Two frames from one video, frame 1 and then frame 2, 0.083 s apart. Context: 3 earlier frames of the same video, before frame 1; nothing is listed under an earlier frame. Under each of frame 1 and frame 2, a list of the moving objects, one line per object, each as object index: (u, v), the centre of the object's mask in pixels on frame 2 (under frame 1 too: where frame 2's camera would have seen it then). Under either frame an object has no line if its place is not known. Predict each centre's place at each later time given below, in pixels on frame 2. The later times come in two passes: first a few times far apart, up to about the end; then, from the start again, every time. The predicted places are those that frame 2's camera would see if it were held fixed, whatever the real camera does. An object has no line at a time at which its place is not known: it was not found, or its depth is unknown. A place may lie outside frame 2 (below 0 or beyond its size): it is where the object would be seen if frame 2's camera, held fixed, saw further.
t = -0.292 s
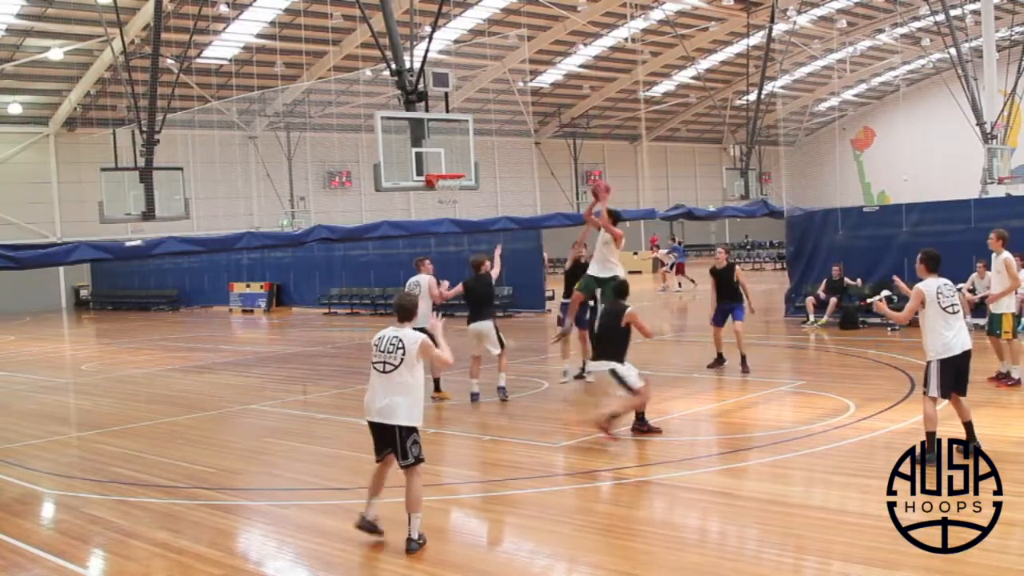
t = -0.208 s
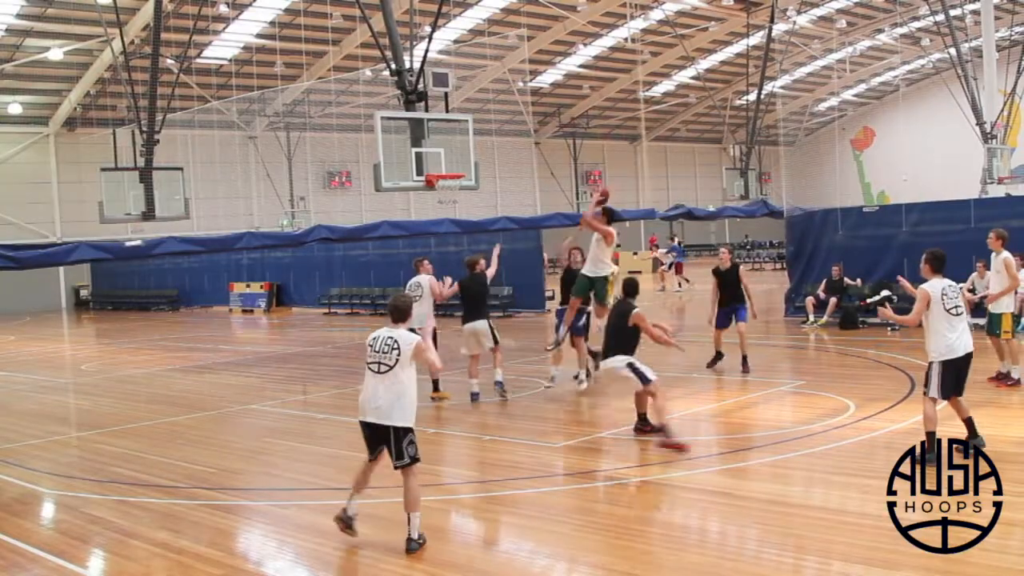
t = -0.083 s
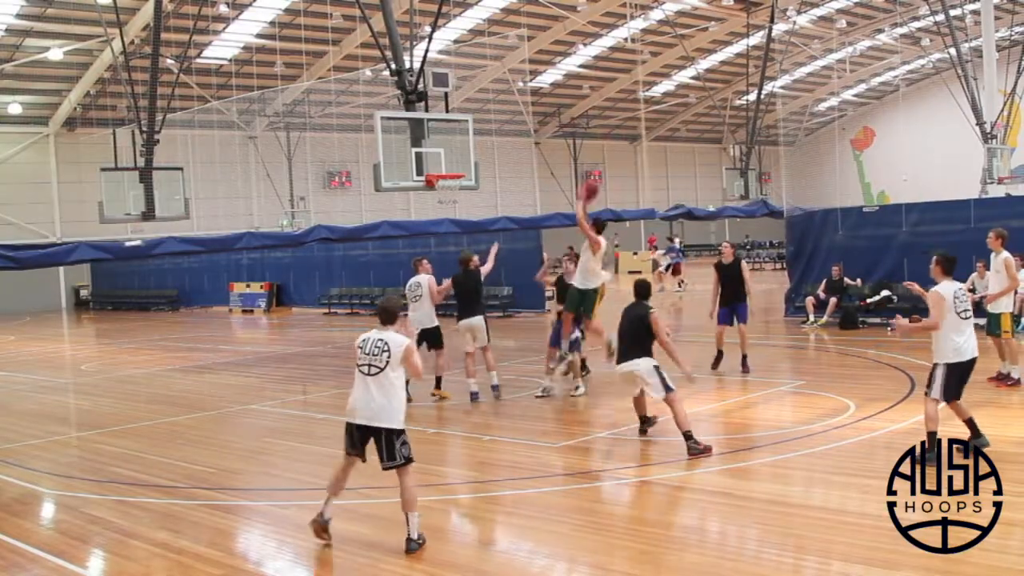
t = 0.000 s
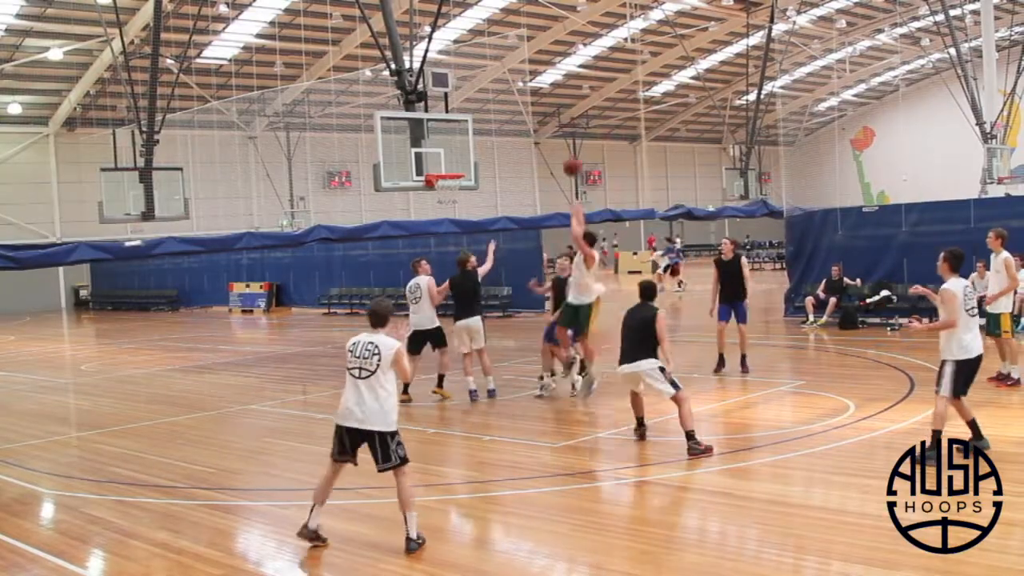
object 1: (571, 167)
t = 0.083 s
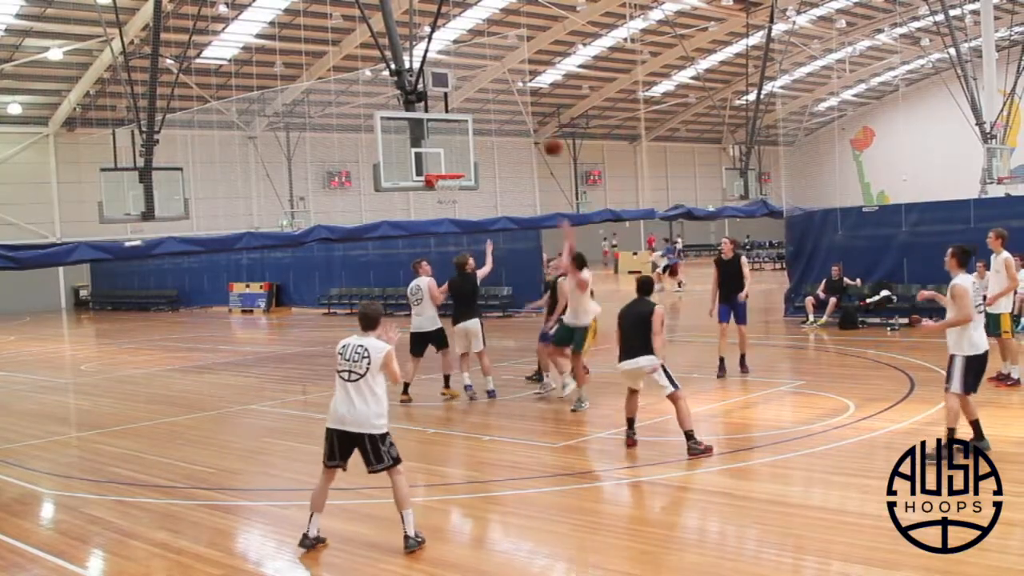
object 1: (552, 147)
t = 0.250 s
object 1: (517, 123)
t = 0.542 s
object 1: (463, 133)
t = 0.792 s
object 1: (447, 164)
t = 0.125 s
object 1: (543, 137)
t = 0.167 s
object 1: (534, 133)
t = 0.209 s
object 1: (526, 127)
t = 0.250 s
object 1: (517, 123)
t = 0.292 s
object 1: (508, 122)
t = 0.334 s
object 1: (501, 120)
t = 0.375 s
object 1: (492, 120)
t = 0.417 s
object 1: (485, 121)
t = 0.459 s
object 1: (478, 124)
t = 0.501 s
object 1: (469, 128)
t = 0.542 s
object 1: (463, 133)
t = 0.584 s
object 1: (456, 138)
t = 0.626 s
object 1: (449, 146)
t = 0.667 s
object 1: (443, 154)
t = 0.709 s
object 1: (436, 163)
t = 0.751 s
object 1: (441, 167)
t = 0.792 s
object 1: (447, 164)
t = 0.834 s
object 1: (453, 163)
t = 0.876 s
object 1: (459, 162)
